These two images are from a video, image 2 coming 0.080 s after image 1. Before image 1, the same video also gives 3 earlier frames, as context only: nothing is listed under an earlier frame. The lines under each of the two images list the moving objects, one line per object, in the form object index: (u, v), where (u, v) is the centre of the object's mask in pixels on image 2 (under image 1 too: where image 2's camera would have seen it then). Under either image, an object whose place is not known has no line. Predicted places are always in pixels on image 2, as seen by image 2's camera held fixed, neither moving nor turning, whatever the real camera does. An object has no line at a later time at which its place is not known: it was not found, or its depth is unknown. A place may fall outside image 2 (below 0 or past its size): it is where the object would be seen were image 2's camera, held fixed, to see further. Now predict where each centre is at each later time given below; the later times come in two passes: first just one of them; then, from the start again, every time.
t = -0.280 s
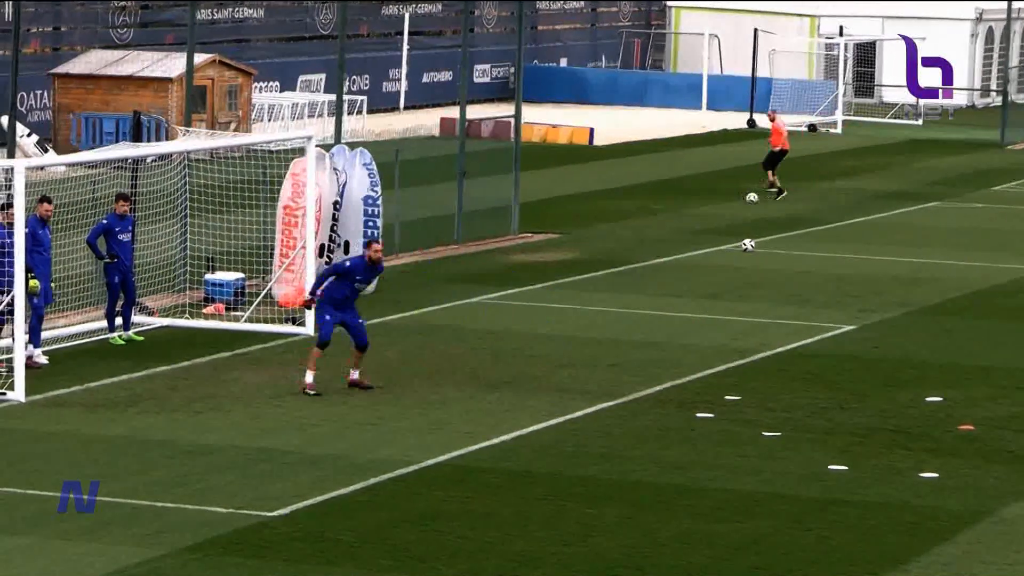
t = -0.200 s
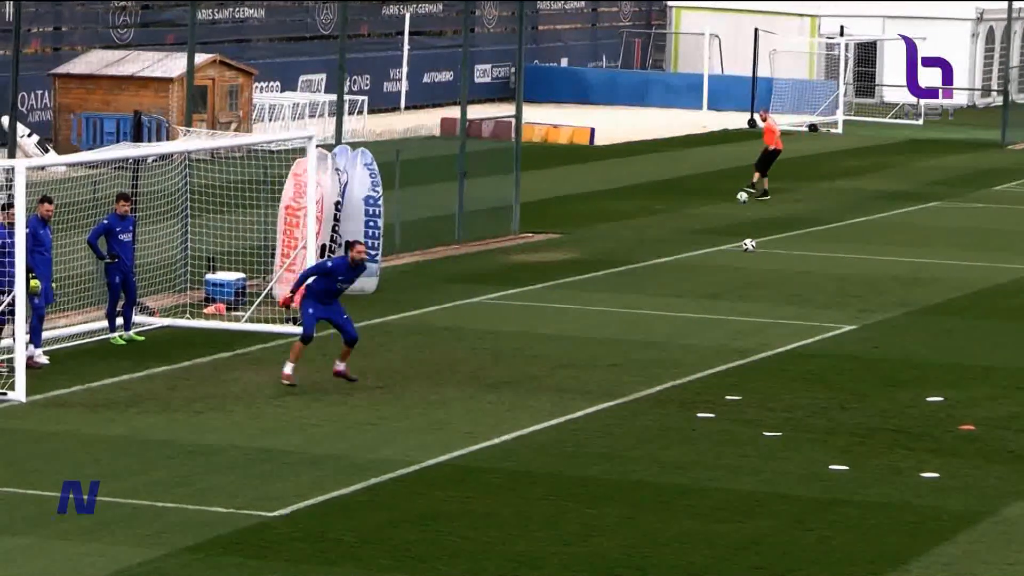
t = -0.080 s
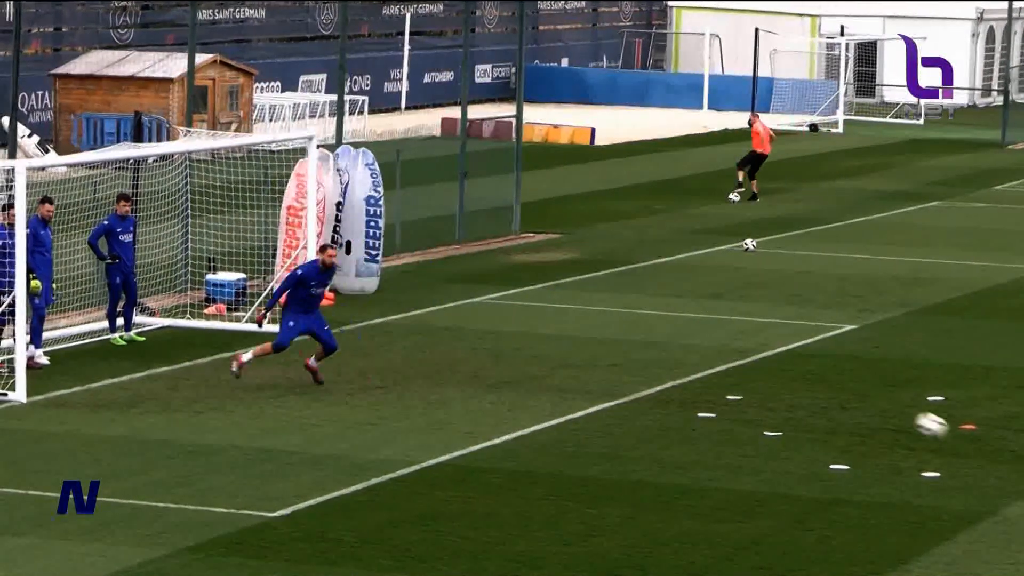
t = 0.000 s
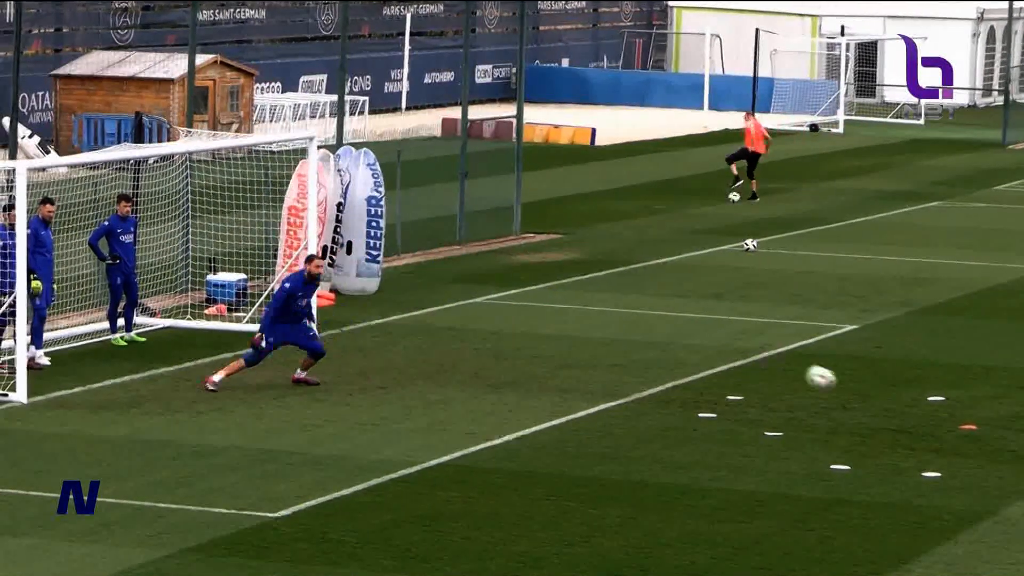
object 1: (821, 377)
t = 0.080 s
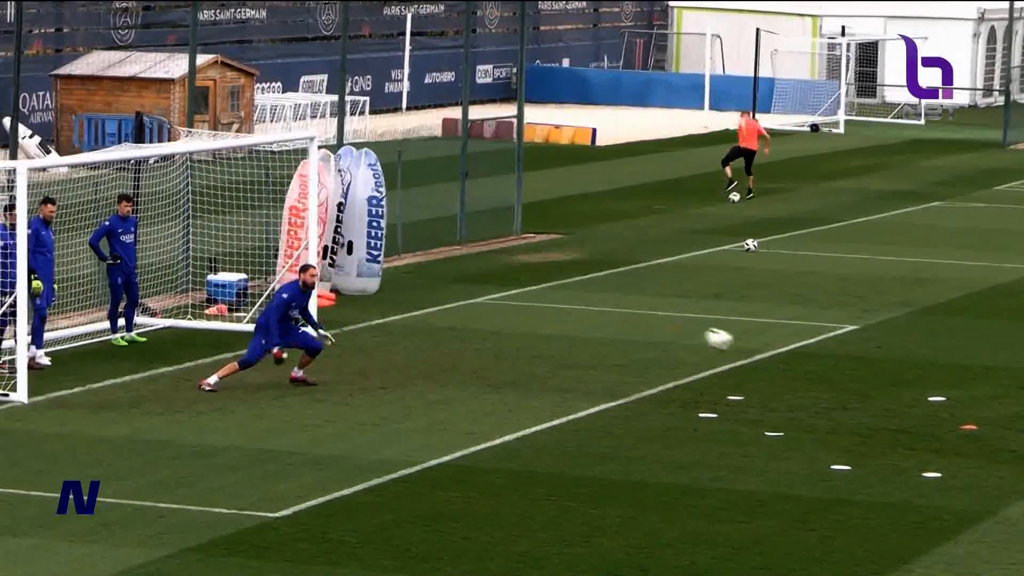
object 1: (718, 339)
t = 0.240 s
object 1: (536, 286)
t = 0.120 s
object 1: (670, 323)
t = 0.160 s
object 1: (624, 309)
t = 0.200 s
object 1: (580, 297)
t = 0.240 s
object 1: (536, 286)
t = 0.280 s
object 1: (495, 277)
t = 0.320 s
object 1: (454, 269)
